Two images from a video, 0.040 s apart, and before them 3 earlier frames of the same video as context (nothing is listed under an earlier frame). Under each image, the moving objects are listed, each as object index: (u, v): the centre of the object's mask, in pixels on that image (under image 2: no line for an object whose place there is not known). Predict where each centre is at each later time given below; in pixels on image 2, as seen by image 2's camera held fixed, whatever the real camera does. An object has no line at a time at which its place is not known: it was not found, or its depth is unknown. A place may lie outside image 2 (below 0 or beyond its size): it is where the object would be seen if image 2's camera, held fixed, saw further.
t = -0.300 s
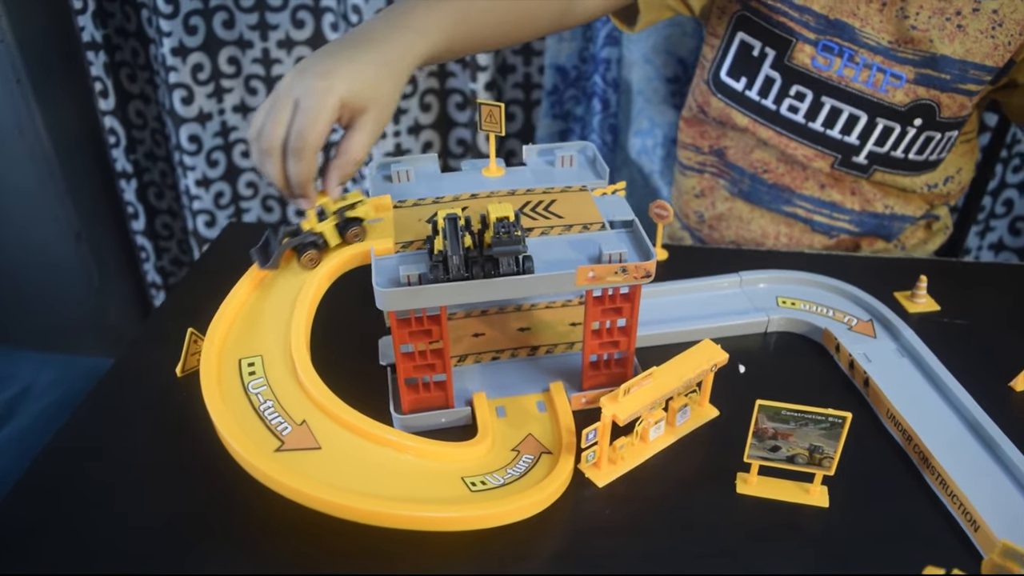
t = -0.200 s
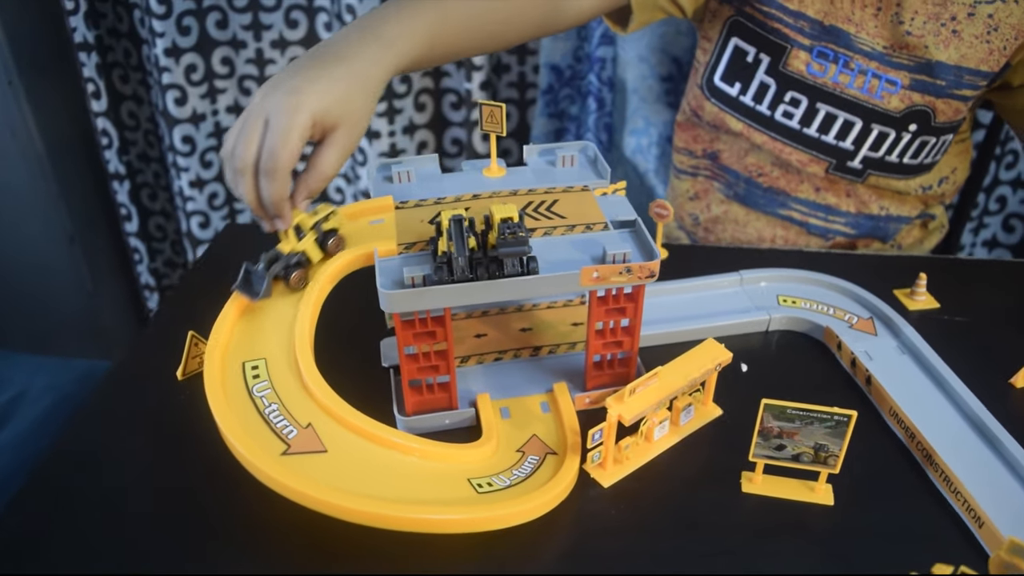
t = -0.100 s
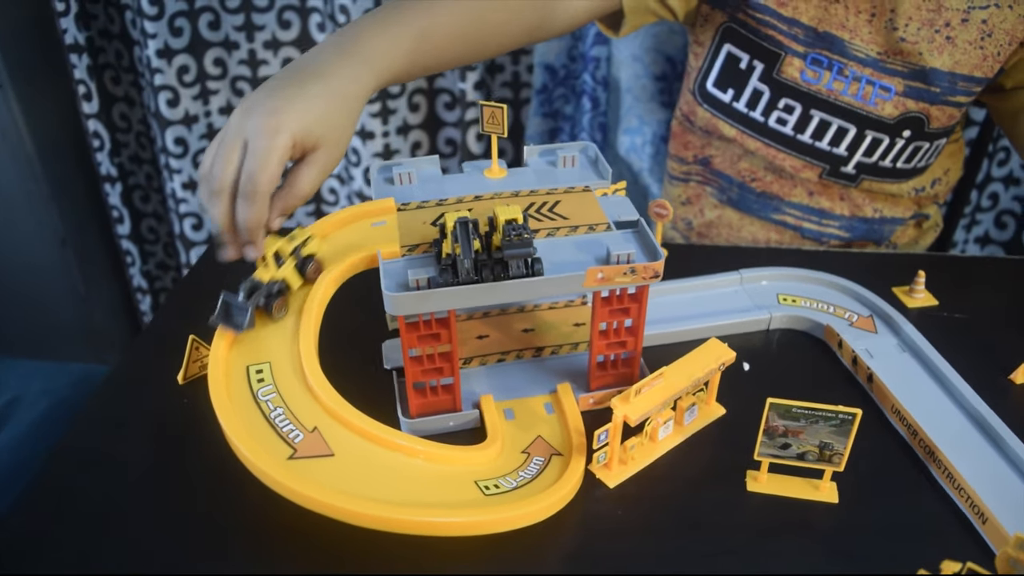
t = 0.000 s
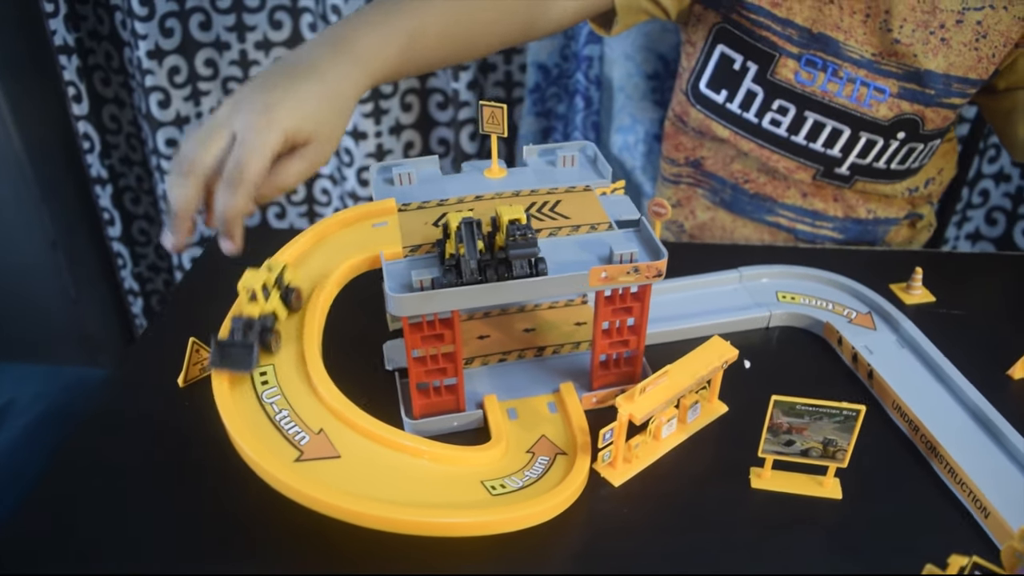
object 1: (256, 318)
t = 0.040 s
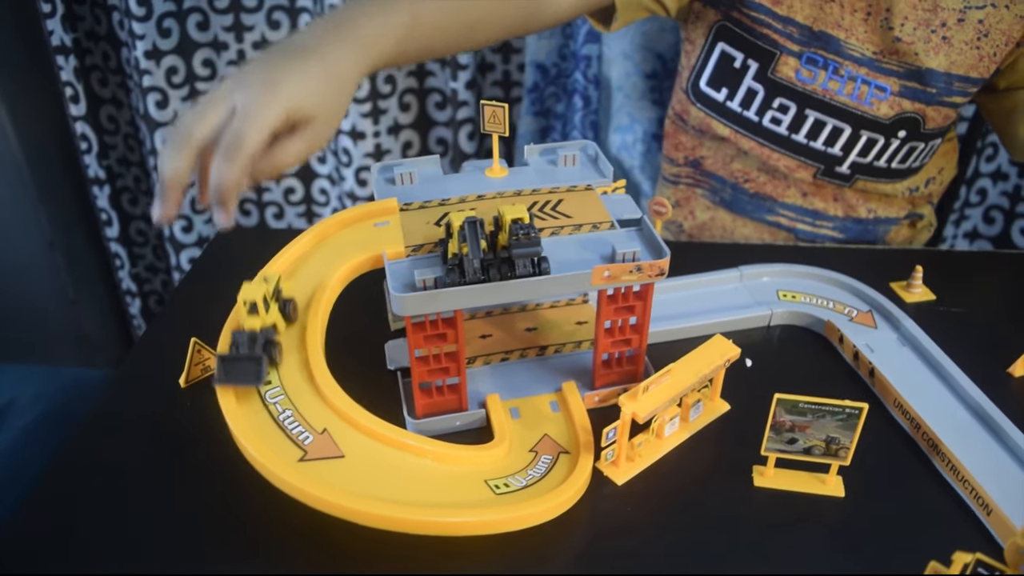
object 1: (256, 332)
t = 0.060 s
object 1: (256, 339)
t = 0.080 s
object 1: (257, 346)
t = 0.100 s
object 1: (258, 352)
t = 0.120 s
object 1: (260, 359)
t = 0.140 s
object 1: (262, 366)
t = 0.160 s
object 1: (265, 373)
